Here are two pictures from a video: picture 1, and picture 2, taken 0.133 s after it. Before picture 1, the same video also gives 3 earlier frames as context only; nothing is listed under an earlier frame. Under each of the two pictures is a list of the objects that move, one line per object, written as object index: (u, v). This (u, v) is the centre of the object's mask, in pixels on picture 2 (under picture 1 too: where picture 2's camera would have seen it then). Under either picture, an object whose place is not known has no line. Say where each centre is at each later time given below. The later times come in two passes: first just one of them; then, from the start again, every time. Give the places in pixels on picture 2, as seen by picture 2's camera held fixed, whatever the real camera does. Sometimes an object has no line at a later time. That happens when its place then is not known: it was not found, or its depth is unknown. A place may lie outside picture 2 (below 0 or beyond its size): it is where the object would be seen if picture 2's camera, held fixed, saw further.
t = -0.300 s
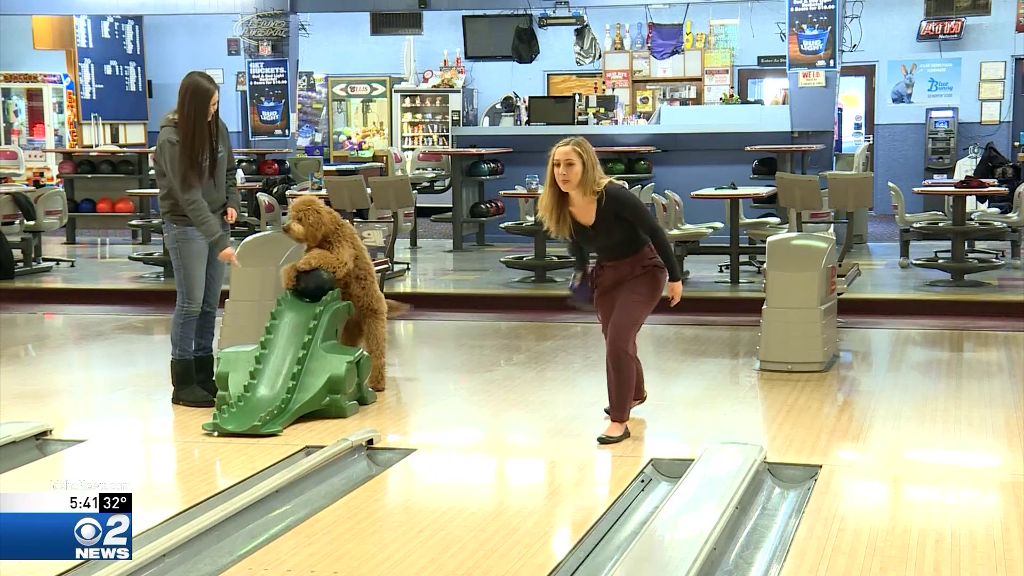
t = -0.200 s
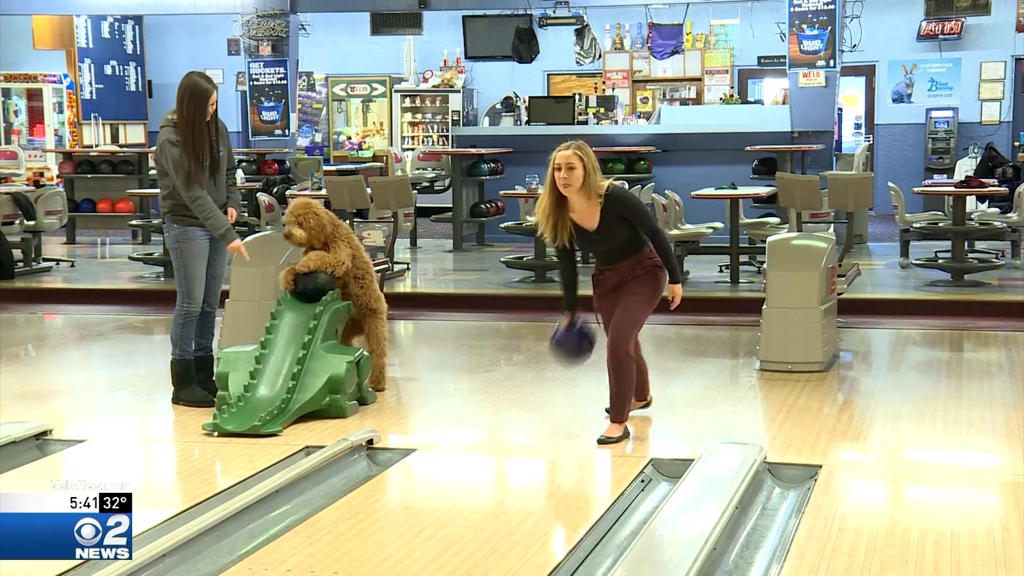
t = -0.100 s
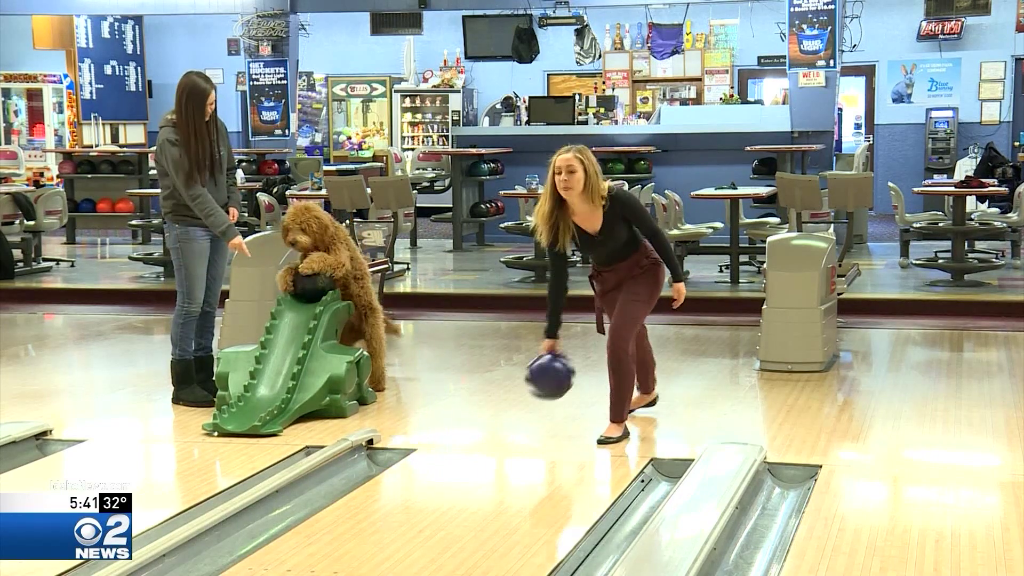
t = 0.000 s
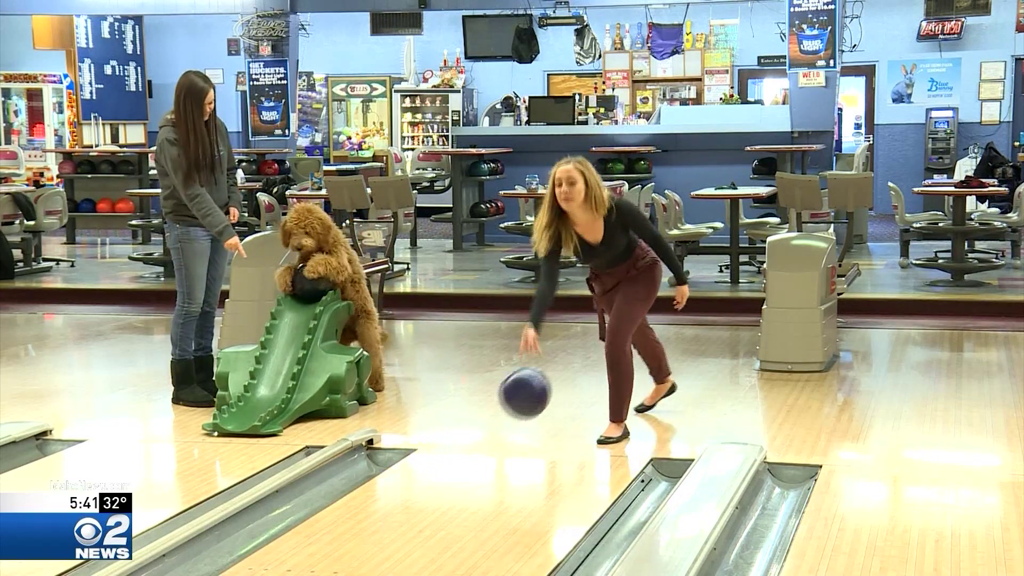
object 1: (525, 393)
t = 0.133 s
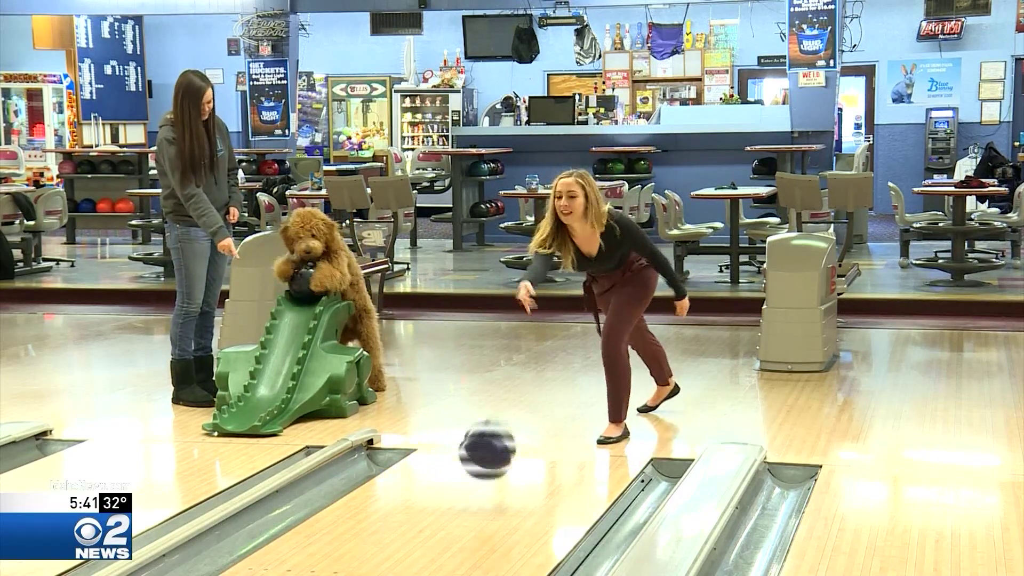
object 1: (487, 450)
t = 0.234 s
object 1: (453, 501)
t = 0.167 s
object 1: (477, 474)
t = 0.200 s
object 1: (465, 494)
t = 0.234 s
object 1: (453, 501)
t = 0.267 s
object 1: (441, 511)
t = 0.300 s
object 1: (427, 527)
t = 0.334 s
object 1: (413, 540)
